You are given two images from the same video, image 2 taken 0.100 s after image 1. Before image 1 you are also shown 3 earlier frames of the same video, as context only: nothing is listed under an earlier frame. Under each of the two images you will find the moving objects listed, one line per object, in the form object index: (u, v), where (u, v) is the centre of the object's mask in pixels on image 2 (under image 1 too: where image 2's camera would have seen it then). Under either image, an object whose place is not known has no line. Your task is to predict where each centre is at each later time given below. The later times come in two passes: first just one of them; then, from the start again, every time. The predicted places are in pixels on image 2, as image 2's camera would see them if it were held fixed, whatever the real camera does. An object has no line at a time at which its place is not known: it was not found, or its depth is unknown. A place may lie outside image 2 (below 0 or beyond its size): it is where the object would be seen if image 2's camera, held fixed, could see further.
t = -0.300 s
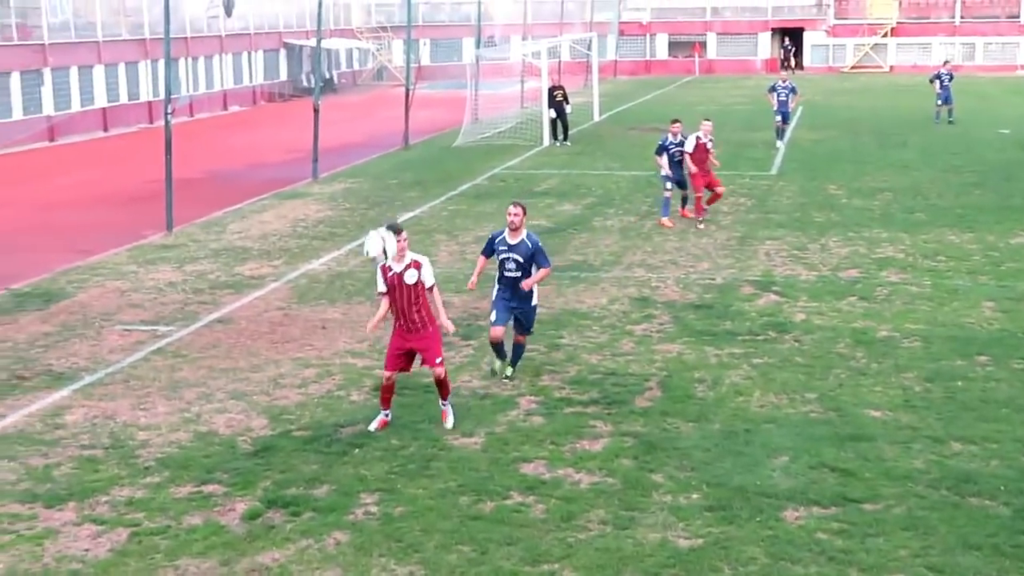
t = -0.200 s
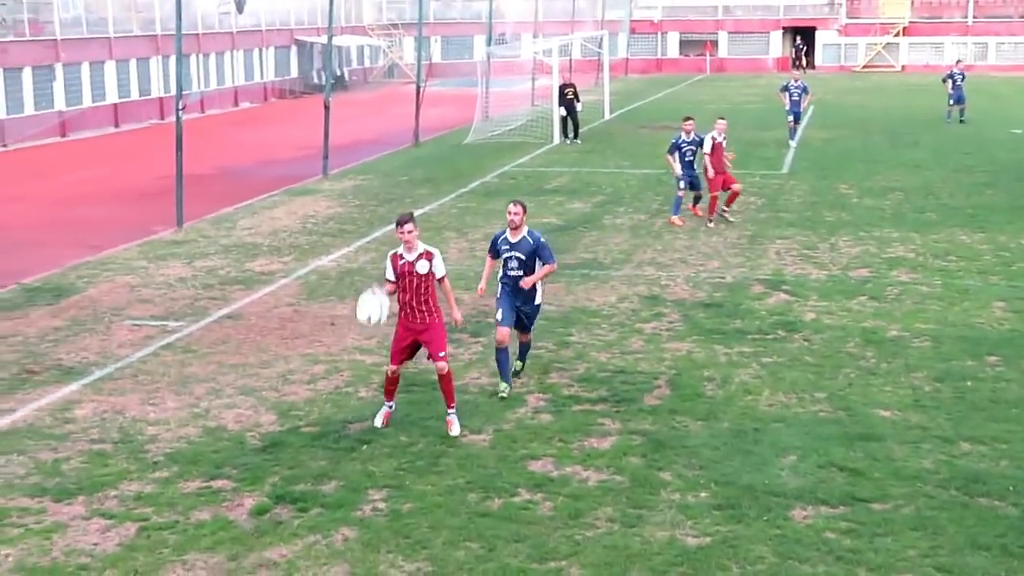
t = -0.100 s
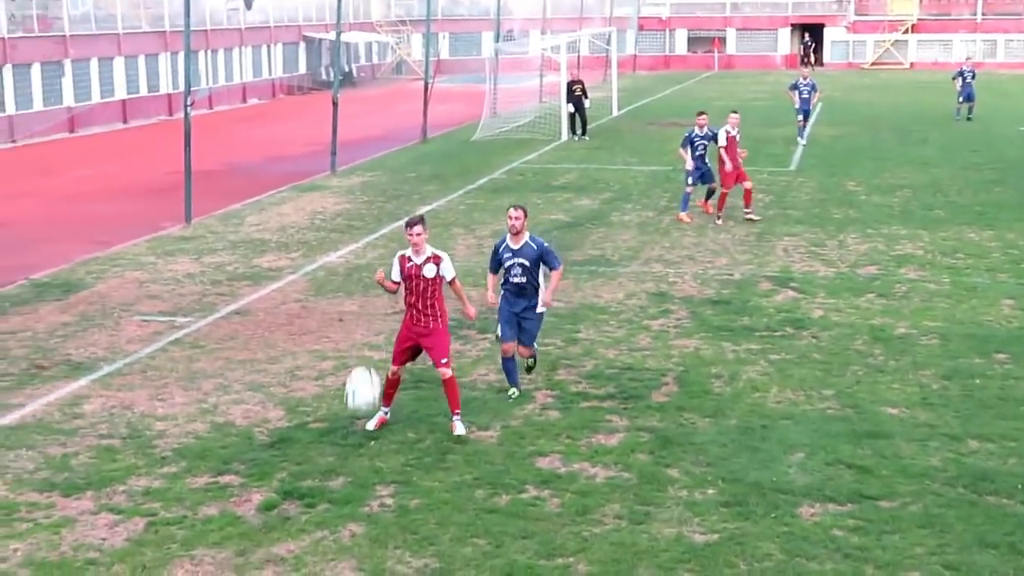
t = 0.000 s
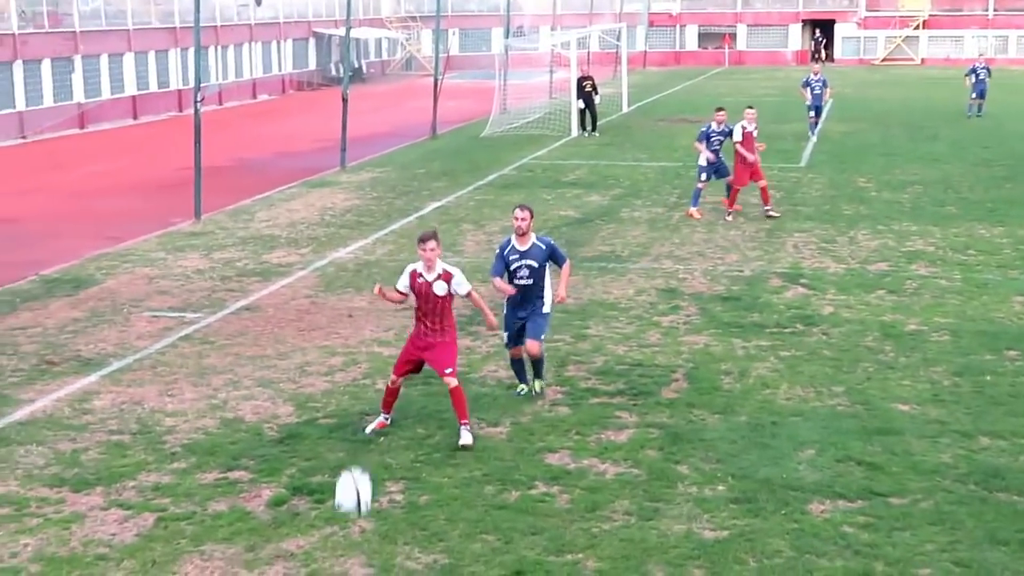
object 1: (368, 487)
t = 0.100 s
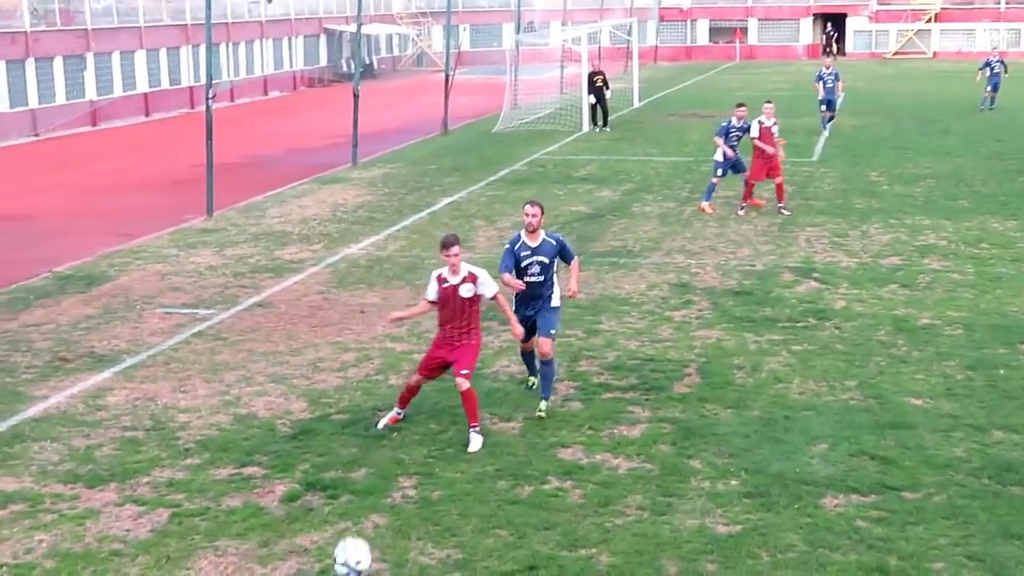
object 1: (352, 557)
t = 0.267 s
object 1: (339, 490)
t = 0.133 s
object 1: (349, 542)
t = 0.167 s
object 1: (347, 526)
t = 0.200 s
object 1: (344, 513)
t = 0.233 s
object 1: (342, 500)
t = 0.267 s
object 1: (339, 490)
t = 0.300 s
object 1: (337, 480)
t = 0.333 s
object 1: (335, 473)
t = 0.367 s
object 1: (332, 469)
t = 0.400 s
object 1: (330, 465)
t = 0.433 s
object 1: (328, 464)
